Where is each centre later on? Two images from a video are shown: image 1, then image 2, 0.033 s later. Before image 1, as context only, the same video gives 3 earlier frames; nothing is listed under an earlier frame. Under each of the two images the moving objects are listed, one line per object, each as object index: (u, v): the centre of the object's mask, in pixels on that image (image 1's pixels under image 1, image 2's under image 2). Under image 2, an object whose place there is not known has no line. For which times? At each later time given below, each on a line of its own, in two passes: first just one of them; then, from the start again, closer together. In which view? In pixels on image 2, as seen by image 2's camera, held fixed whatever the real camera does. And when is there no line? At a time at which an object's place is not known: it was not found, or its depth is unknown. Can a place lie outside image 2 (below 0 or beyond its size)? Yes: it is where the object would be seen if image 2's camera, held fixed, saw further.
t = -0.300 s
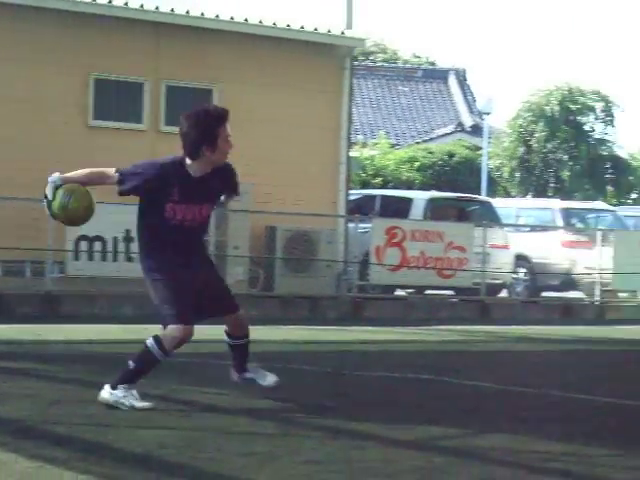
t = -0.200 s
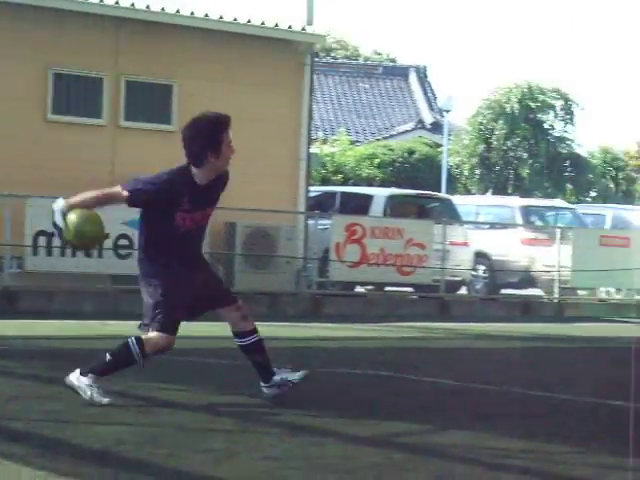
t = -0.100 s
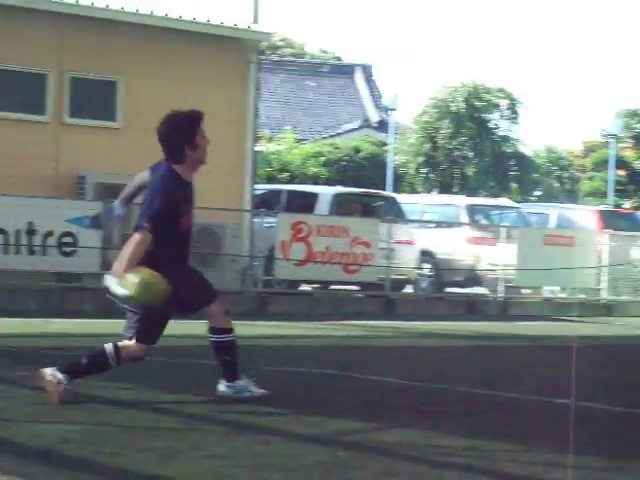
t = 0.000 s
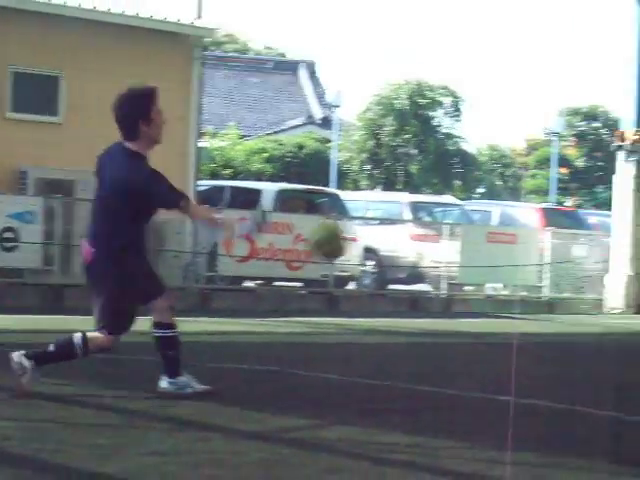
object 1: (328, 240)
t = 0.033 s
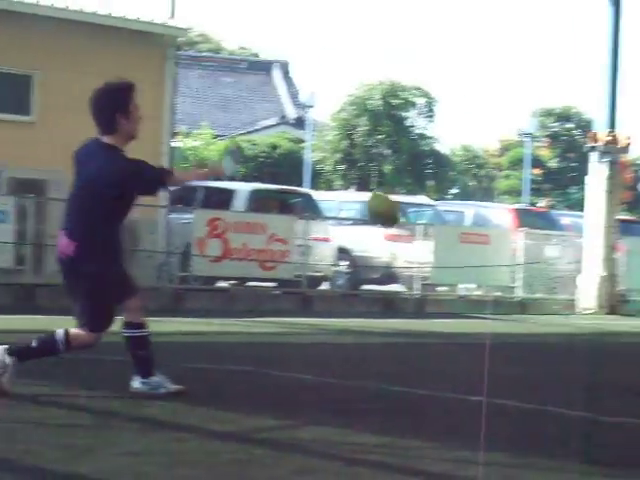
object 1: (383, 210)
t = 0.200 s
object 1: (755, 94)
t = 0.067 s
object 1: (458, 180)
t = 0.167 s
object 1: (682, 112)
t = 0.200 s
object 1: (755, 94)
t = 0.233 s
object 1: (825, 79)
